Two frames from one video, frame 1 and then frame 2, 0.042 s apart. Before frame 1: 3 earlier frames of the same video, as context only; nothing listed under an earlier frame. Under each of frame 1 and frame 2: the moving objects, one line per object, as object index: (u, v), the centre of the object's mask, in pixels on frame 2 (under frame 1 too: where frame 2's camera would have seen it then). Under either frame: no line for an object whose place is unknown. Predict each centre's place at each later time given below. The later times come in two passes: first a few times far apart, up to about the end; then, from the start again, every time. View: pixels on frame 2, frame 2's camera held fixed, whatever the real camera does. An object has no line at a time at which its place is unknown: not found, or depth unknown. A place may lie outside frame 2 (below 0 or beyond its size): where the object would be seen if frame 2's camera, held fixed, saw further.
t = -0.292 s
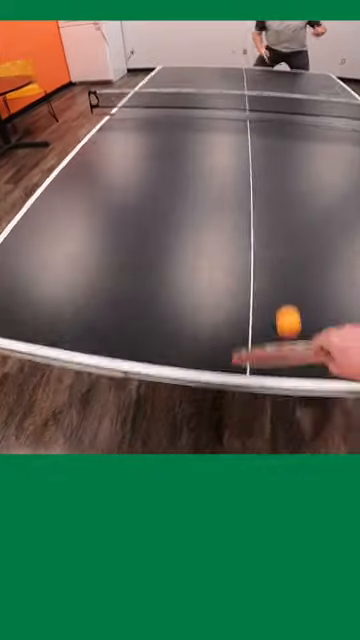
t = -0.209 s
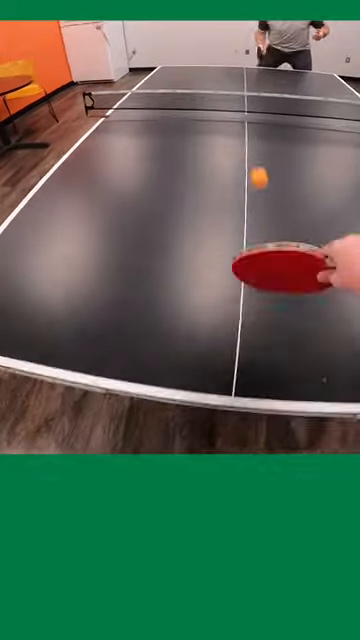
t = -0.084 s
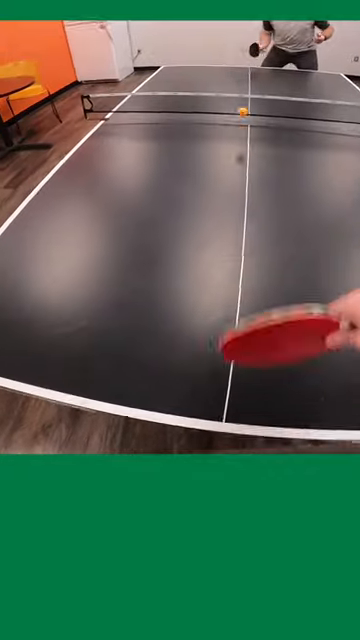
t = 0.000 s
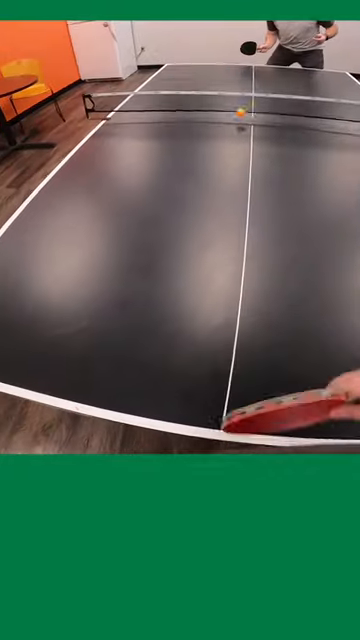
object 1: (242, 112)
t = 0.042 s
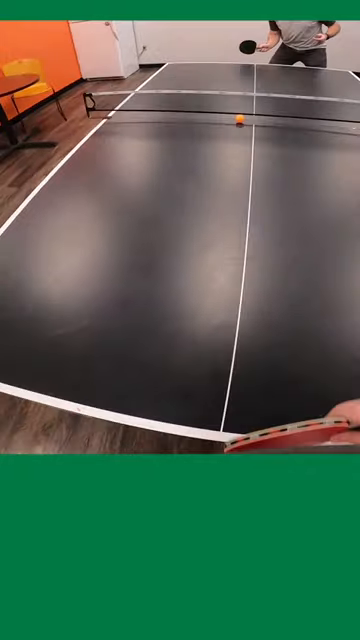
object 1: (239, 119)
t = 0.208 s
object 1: (229, 117)
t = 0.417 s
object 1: (216, 129)
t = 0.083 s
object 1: (237, 113)
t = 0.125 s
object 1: (234, 111)
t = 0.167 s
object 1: (232, 112)
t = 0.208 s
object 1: (229, 117)
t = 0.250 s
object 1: (226, 126)
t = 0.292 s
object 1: (224, 122)
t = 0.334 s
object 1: (222, 121)
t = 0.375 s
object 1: (219, 123)
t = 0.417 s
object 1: (216, 129)
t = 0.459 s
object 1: (214, 134)
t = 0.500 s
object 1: (210, 131)
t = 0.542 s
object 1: (206, 131)
